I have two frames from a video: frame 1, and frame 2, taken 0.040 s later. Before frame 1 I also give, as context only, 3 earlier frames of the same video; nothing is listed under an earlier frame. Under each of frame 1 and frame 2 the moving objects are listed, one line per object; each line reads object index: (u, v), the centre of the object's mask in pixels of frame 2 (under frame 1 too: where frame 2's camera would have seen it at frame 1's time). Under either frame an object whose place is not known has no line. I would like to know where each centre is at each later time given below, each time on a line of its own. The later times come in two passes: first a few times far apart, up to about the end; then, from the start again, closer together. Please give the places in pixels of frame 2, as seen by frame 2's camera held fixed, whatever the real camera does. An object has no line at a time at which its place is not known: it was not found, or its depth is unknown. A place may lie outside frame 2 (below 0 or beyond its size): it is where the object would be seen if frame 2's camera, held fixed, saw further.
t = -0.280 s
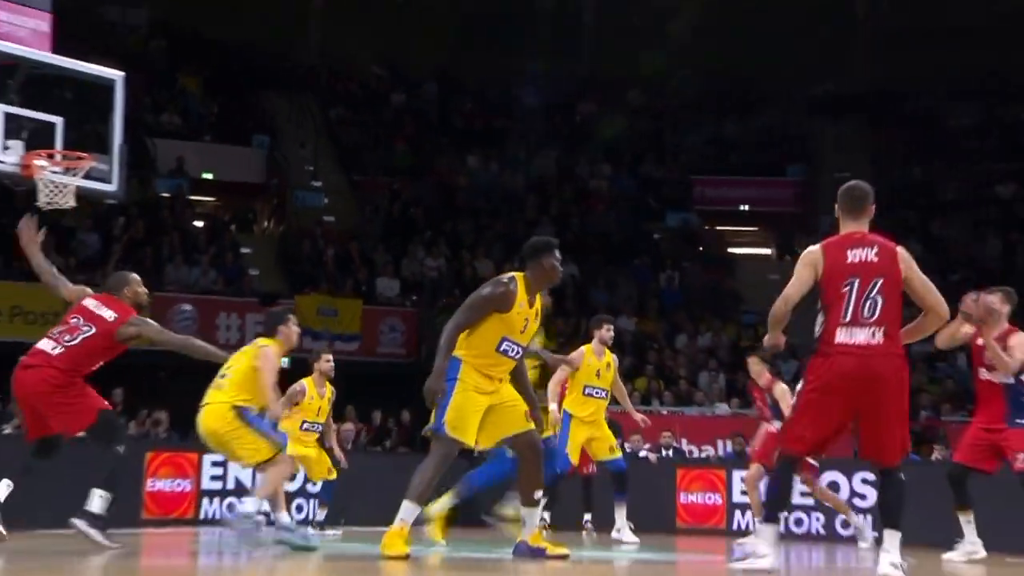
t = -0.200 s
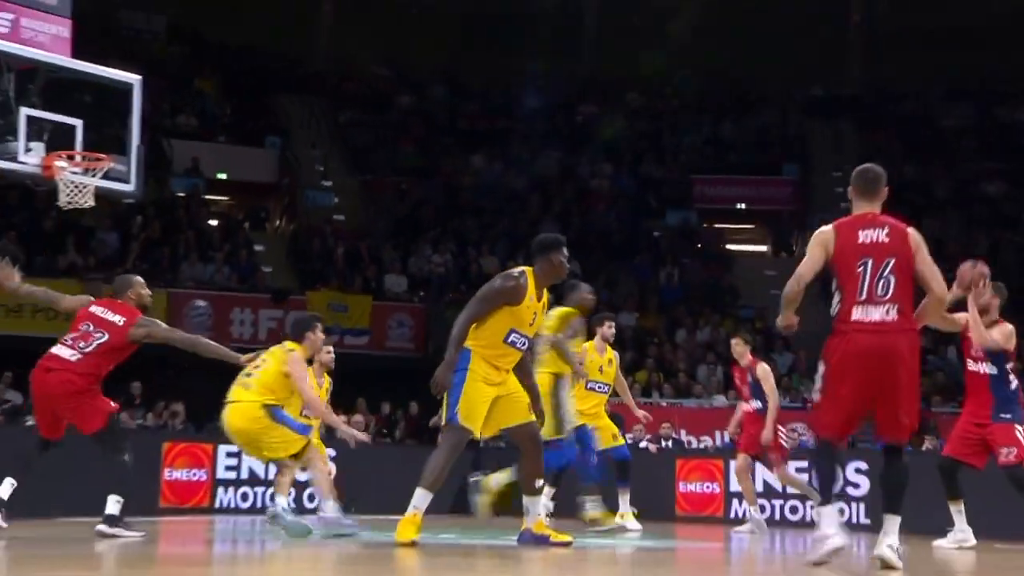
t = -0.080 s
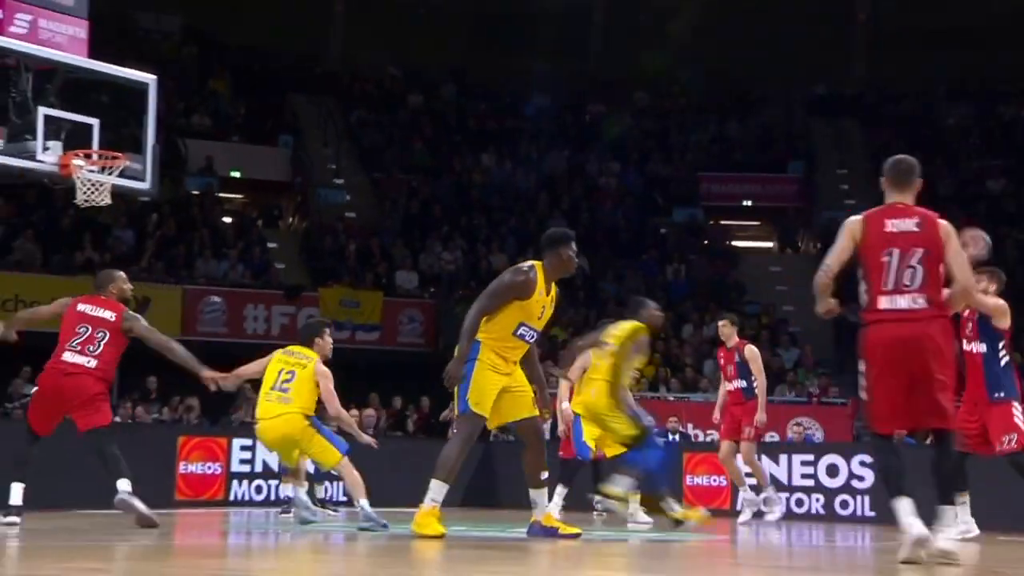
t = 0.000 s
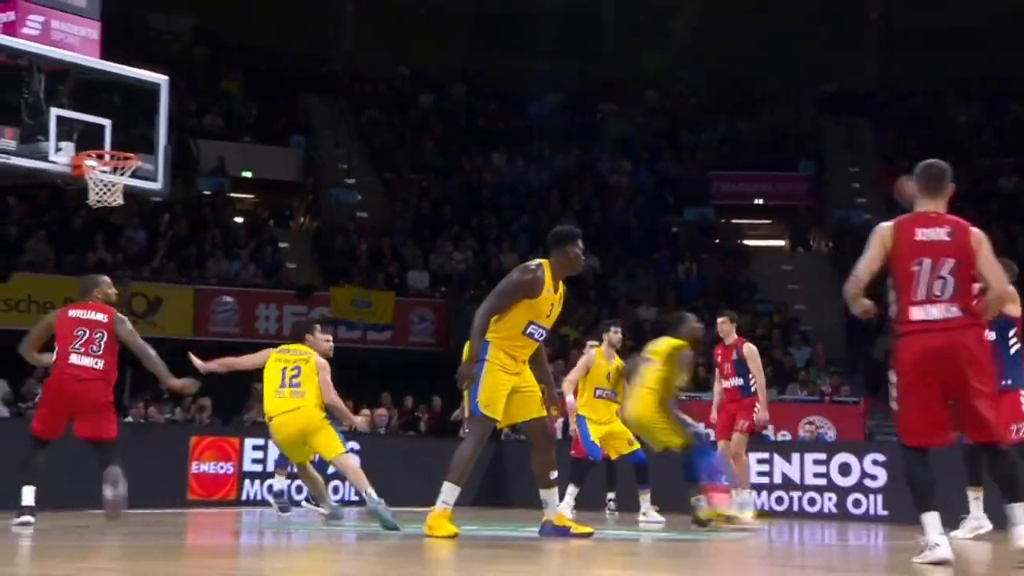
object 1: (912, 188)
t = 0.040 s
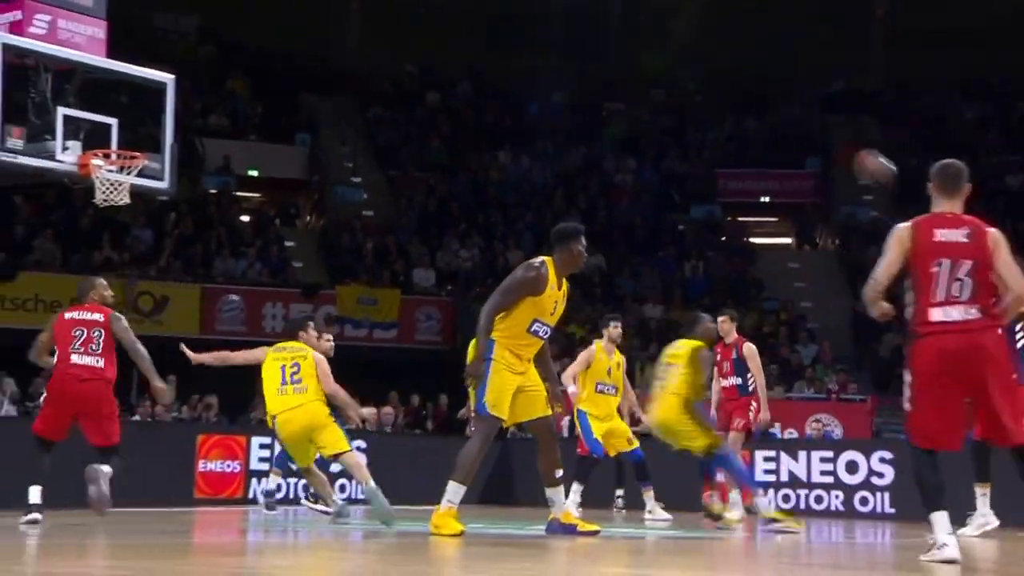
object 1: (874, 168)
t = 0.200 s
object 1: (694, 97)
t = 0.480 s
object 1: (392, 47)
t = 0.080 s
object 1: (829, 148)
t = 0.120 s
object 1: (783, 128)
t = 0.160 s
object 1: (738, 112)
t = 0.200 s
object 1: (694, 97)
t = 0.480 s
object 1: (392, 47)
